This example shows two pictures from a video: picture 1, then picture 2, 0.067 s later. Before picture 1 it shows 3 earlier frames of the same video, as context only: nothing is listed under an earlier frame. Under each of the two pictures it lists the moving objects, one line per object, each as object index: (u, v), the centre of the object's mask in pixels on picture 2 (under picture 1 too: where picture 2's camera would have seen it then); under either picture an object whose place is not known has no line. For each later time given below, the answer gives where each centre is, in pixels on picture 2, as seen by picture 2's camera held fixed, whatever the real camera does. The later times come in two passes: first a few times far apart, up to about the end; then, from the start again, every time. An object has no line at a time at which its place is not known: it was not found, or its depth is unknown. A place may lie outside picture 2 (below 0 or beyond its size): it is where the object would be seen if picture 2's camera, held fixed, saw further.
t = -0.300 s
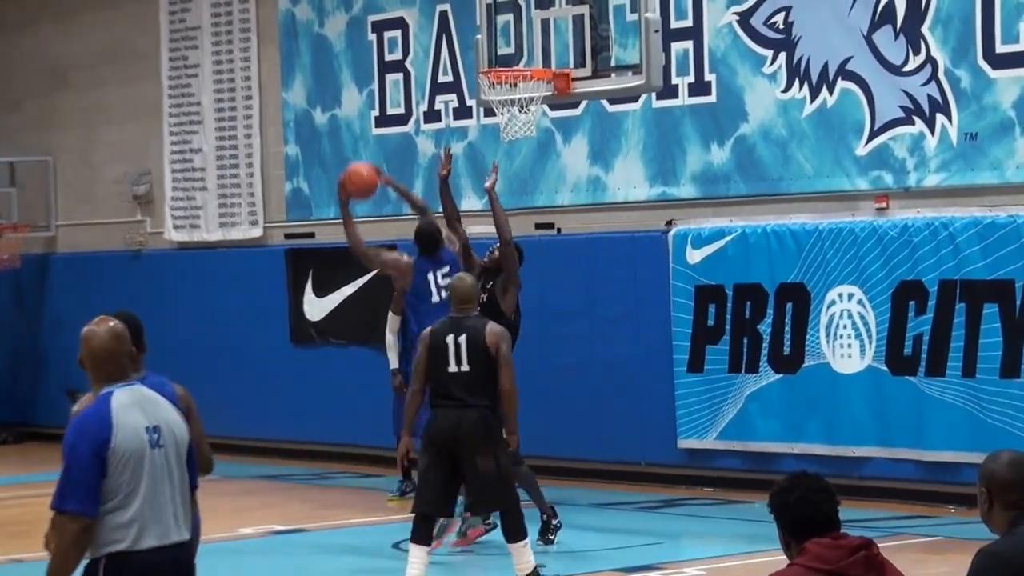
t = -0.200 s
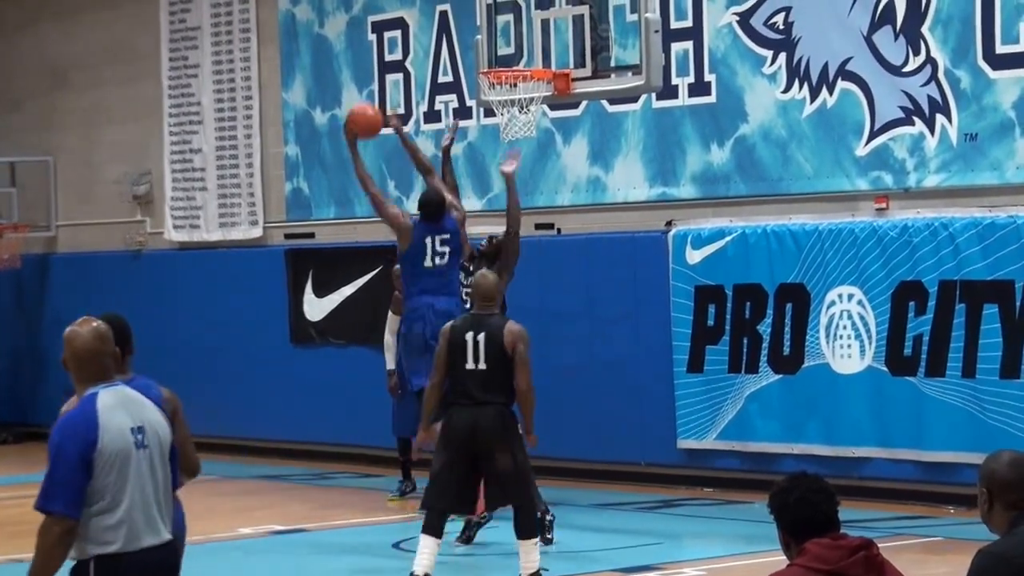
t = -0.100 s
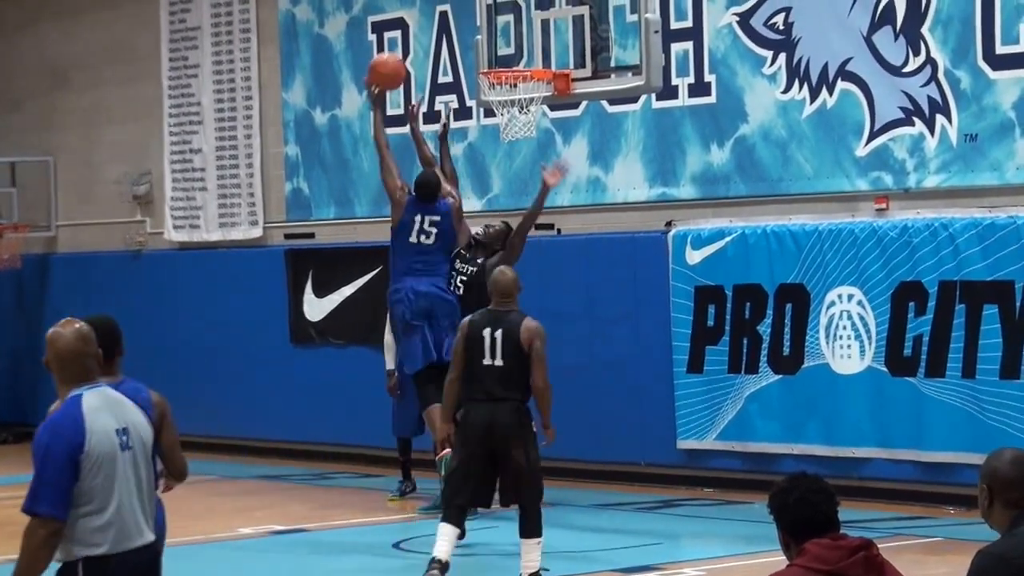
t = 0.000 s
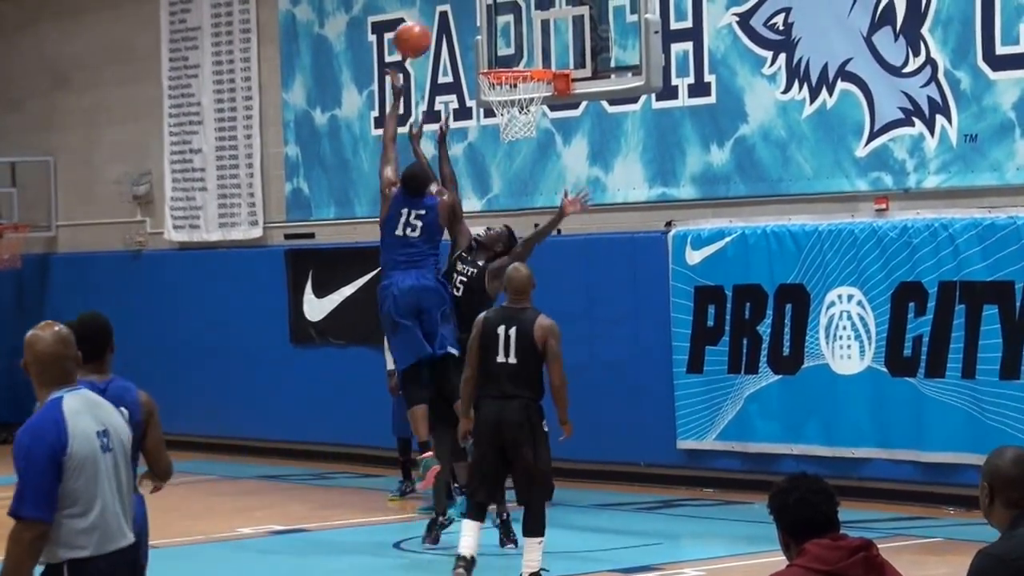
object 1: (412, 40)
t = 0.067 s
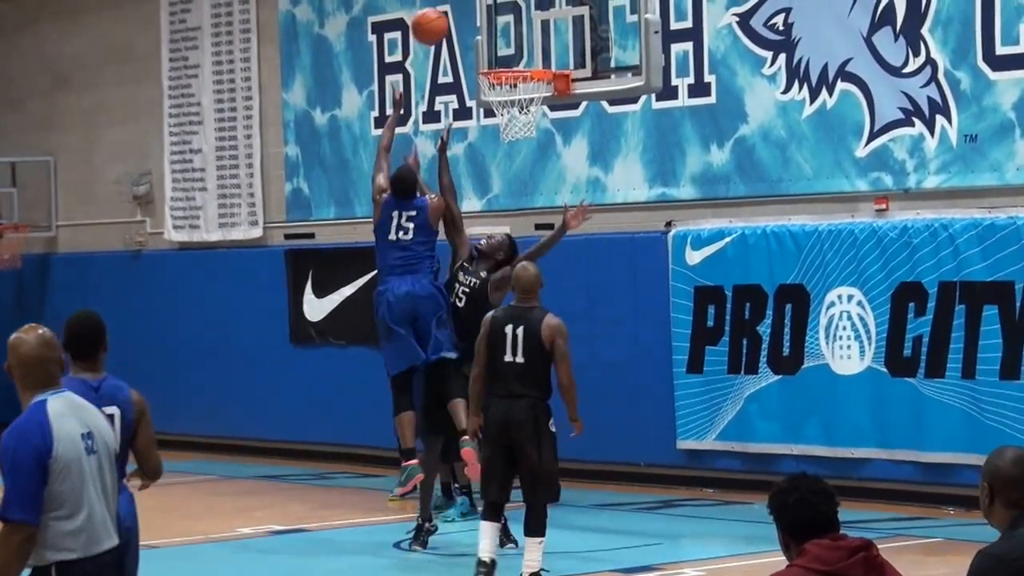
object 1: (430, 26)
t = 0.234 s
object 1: (473, 24)
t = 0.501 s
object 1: (543, 98)
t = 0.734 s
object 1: (526, 134)
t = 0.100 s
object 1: (438, 22)
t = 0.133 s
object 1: (447, 20)
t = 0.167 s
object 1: (456, 20)
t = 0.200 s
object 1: (464, 21)
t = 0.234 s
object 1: (473, 24)
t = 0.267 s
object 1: (481, 28)
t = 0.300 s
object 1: (491, 34)
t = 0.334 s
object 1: (500, 42)
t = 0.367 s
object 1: (509, 51)
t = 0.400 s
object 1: (518, 57)
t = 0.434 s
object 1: (526, 74)
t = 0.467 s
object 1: (529, 90)
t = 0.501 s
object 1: (543, 98)
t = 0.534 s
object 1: (543, 106)
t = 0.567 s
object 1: (540, 120)
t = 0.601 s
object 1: (538, 121)
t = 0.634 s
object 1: (538, 124)
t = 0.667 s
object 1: (537, 129)
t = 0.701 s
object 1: (534, 133)
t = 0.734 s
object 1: (526, 134)
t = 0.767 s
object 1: (523, 143)
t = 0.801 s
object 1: (519, 150)
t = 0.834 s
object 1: (514, 162)
